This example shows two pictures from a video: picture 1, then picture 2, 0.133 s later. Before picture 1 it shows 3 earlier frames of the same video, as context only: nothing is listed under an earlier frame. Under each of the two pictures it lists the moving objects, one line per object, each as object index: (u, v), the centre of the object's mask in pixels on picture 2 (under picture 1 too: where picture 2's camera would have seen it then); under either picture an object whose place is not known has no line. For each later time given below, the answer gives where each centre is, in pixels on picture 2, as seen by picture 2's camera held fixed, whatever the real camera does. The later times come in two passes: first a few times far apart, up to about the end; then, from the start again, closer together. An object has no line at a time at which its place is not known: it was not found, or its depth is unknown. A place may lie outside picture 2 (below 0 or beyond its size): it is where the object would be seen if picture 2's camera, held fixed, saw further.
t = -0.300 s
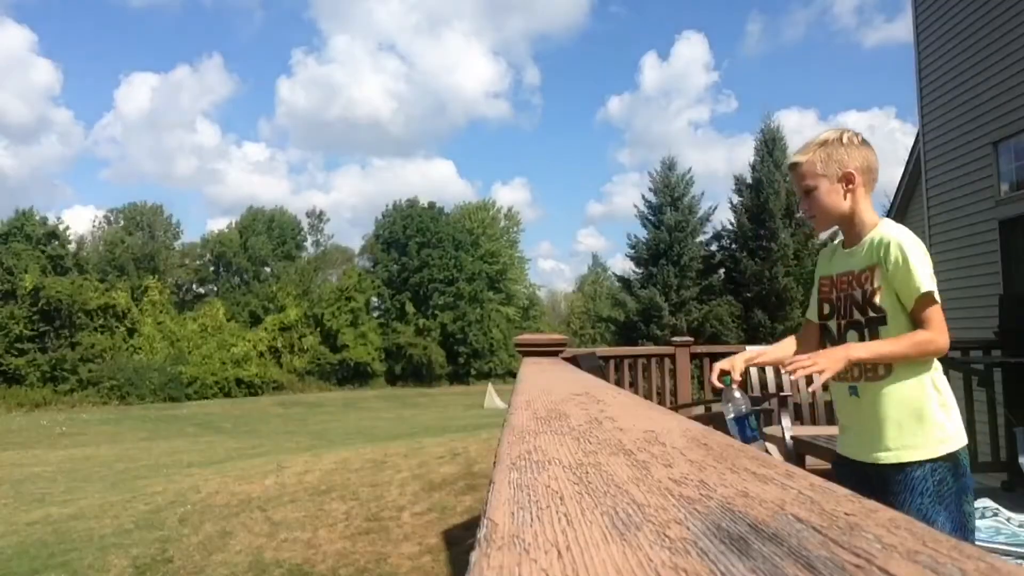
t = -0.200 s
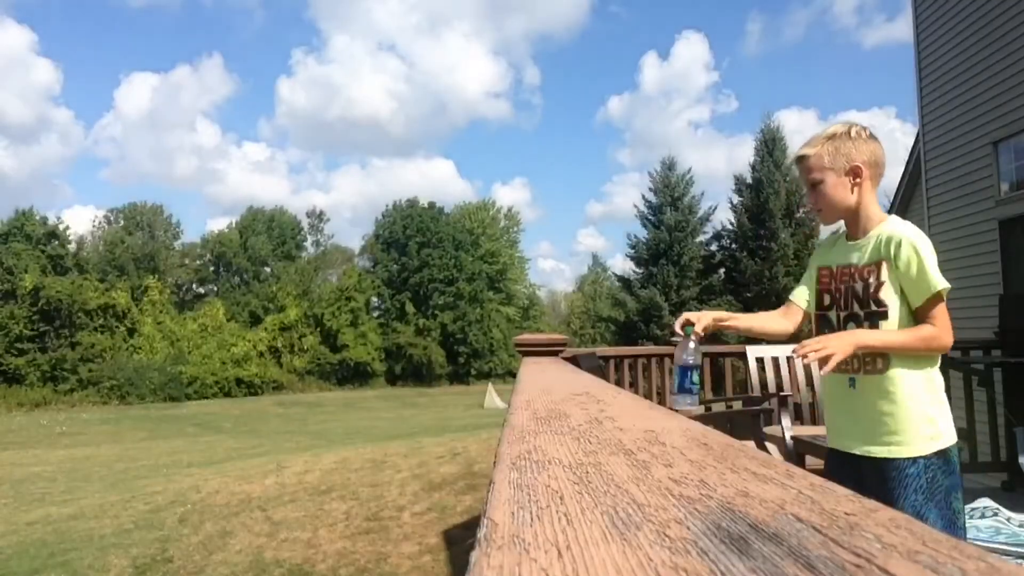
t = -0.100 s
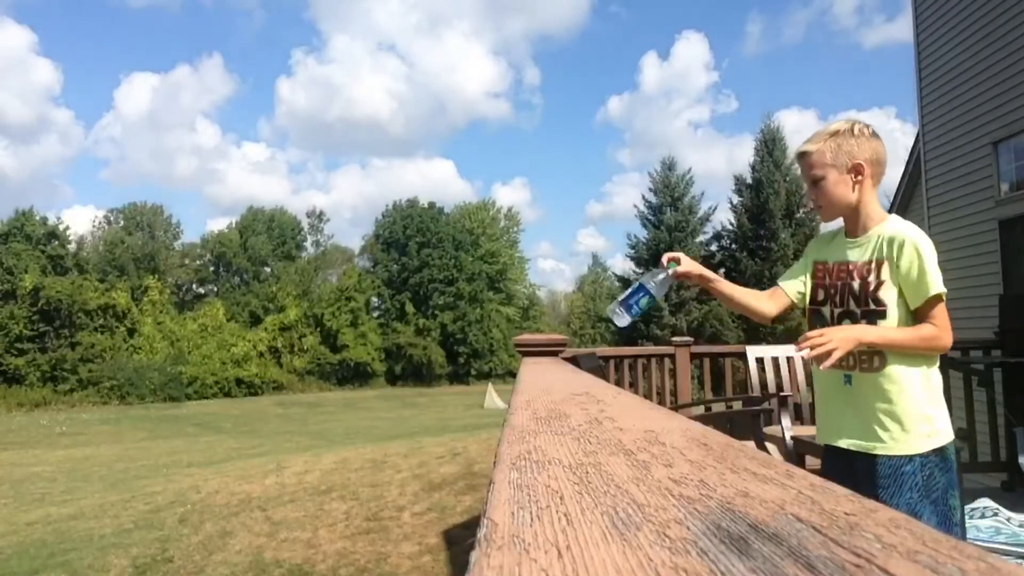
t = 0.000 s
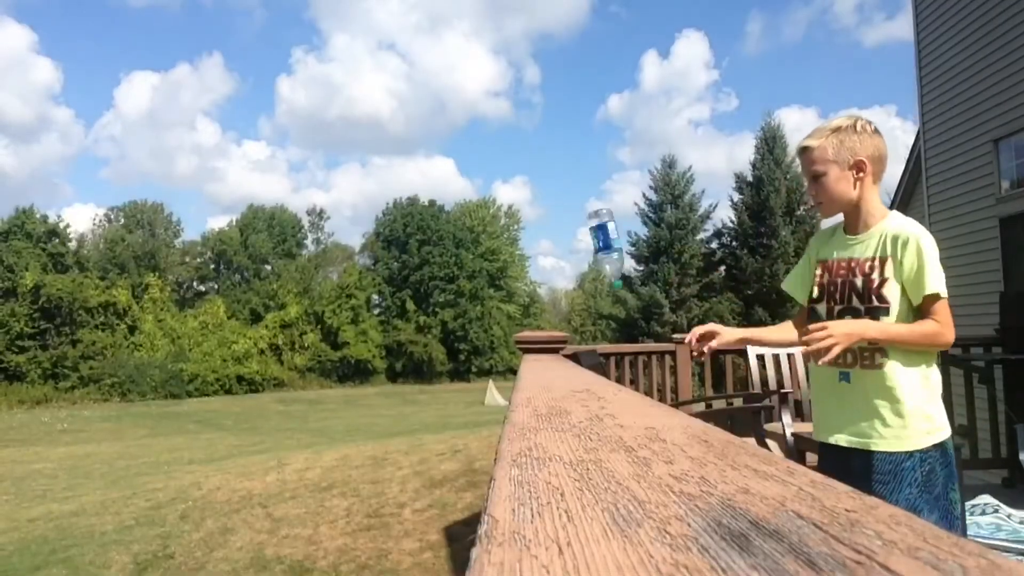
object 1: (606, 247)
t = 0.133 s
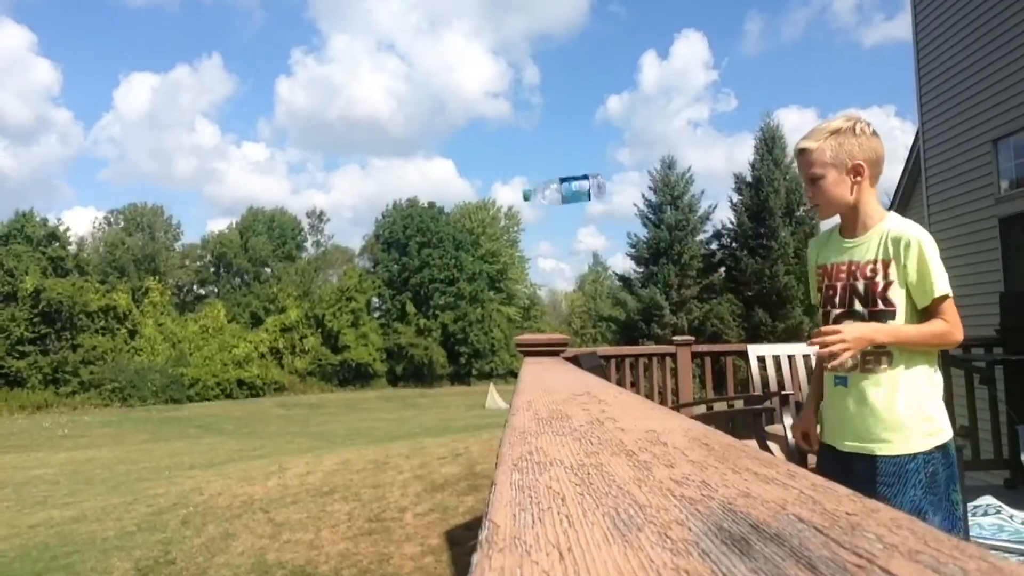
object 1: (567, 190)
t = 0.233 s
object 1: (553, 201)
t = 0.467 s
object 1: (529, 296)
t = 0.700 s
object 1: (529, 296)
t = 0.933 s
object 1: (528, 296)
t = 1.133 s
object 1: (528, 296)
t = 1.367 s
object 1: (529, 296)
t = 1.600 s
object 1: (528, 296)
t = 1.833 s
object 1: (528, 296)
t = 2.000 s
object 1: (528, 296)
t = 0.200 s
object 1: (557, 192)
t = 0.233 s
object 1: (553, 201)
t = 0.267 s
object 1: (547, 214)
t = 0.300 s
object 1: (543, 232)
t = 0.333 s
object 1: (539, 257)
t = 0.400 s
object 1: (533, 284)
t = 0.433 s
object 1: (530, 295)
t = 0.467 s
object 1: (529, 296)
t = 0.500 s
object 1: (528, 296)
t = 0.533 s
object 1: (527, 296)
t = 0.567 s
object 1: (527, 296)
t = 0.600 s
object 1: (527, 296)
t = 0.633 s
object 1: (528, 296)
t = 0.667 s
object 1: (529, 295)
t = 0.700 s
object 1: (529, 296)
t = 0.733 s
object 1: (528, 296)
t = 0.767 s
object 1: (527, 296)
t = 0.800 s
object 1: (527, 296)
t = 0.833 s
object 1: (528, 296)
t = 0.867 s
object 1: (529, 296)
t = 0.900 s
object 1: (529, 296)
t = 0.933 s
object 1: (528, 296)
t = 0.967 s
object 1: (528, 296)
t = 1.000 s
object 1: (529, 296)
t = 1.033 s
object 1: (528, 296)
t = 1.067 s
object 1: (528, 296)
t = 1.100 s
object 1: (528, 296)
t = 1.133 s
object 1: (528, 296)
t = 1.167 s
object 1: (529, 296)
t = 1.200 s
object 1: (528, 296)
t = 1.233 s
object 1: (528, 296)
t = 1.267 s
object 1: (528, 296)
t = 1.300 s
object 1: (528, 296)
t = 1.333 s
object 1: (529, 296)
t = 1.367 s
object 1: (529, 296)
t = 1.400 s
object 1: (528, 296)
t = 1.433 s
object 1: (528, 296)
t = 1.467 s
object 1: (528, 296)
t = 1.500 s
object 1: (528, 296)
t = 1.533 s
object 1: (528, 296)
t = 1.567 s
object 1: (528, 296)
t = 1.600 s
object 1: (528, 296)
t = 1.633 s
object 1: (528, 296)
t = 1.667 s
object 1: (528, 296)
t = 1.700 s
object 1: (528, 296)
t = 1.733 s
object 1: (528, 296)
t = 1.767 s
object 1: (528, 296)
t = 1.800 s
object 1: (528, 296)
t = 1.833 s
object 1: (528, 296)
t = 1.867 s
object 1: (528, 296)
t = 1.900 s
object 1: (528, 296)
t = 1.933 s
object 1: (528, 296)
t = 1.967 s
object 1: (528, 296)
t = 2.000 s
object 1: (528, 296)
